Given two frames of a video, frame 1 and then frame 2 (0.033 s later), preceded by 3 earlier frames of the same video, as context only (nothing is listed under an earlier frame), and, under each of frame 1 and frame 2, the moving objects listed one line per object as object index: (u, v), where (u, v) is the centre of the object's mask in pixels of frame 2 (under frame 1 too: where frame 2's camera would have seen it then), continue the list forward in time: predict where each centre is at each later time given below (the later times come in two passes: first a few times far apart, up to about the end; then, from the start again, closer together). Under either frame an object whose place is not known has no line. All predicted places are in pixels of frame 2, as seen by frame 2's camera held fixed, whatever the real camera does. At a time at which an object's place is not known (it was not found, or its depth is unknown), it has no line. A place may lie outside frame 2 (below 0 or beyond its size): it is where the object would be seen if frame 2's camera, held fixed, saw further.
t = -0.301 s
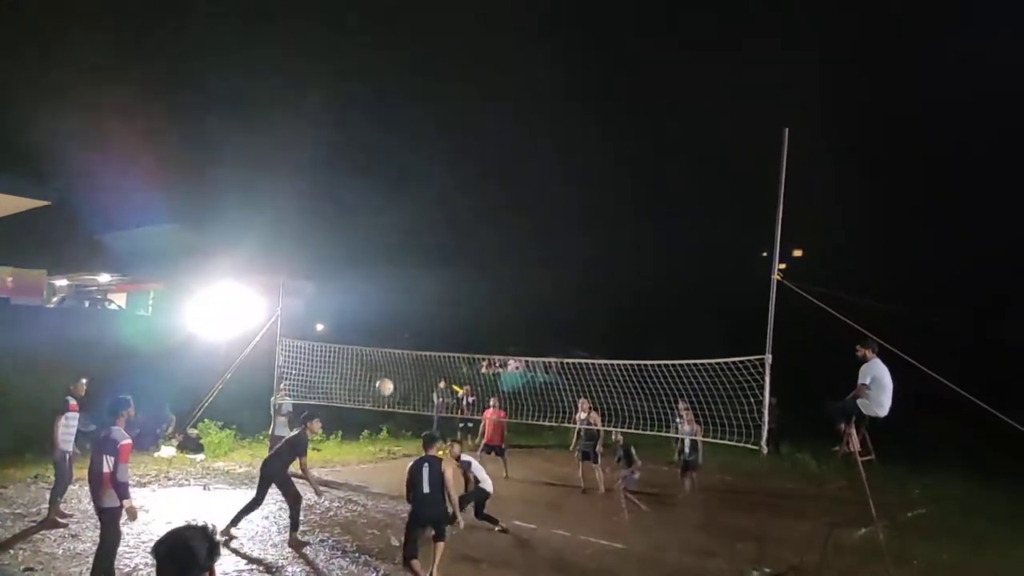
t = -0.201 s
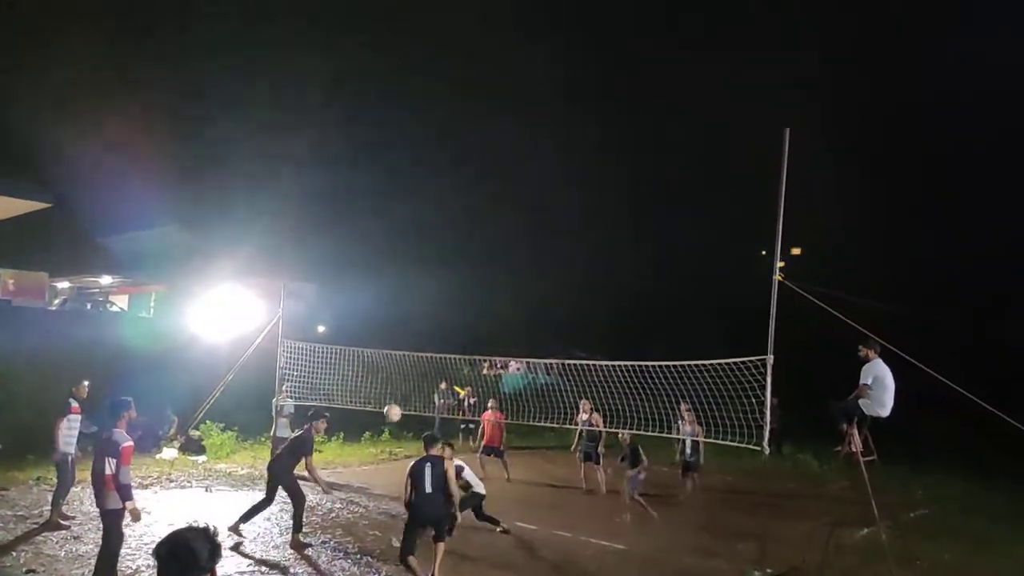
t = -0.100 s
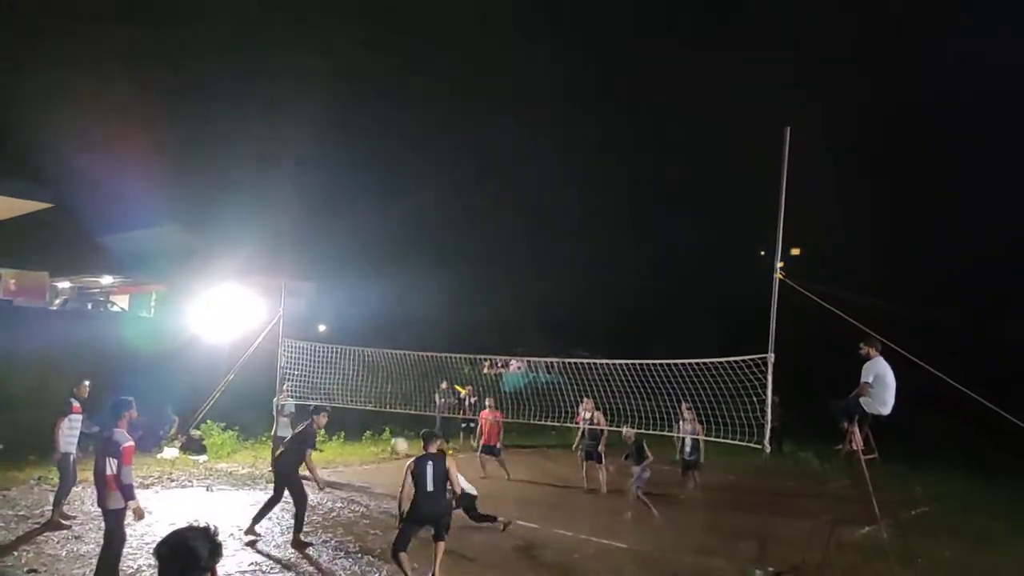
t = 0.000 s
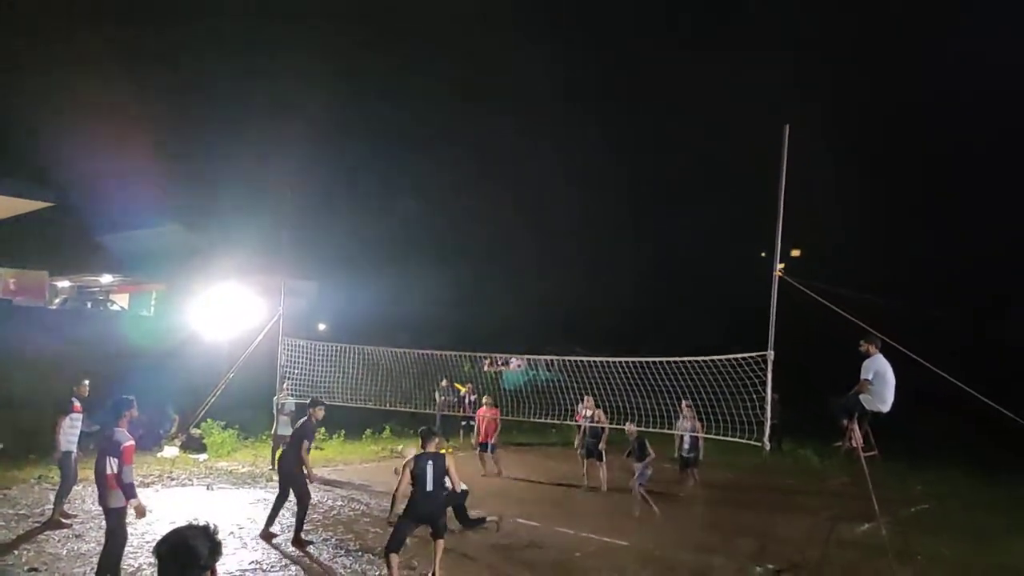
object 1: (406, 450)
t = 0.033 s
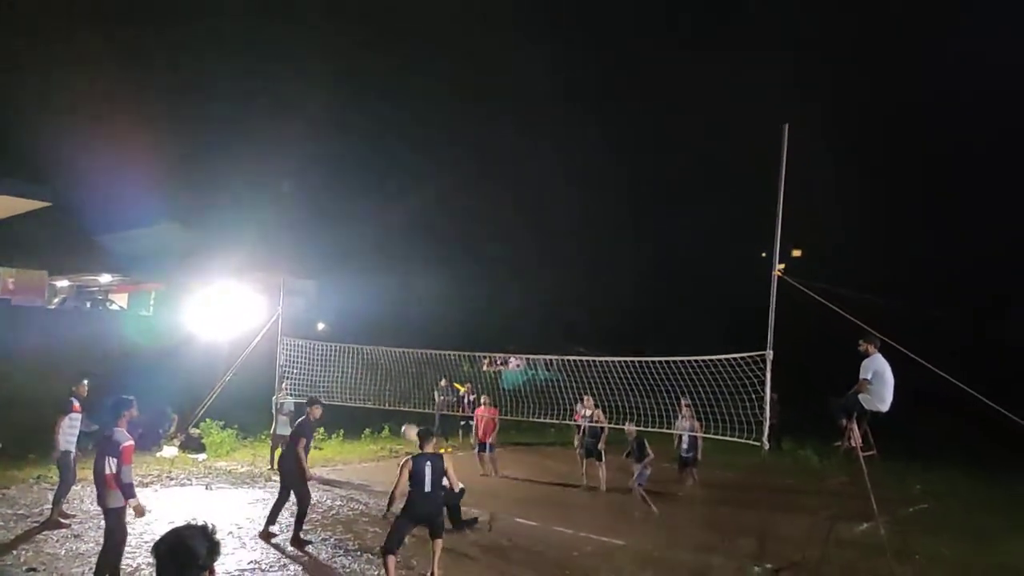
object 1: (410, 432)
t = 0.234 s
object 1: (431, 338)
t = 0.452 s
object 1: (452, 273)
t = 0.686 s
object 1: (474, 246)
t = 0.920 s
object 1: (494, 267)
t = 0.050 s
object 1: (412, 423)
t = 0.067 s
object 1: (413, 414)
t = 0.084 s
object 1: (415, 406)
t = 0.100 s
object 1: (417, 397)
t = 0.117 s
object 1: (419, 389)
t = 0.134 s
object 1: (420, 381)
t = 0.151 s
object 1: (423, 373)
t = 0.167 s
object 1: (424, 366)
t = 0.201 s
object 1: (428, 351)
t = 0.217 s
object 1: (429, 345)
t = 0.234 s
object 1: (431, 338)
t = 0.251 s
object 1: (432, 332)
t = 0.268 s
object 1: (434, 326)
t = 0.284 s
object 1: (435, 320)
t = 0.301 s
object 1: (437, 314)
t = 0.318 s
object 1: (439, 309)
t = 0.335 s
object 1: (440, 304)
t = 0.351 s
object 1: (442, 299)
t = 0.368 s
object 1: (444, 294)
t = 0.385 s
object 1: (445, 289)
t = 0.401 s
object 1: (447, 285)
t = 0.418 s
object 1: (448, 281)
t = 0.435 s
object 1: (450, 277)
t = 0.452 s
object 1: (452, 273)
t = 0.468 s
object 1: (453, 270)
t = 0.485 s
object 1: (455, 267)
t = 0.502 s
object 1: (456, 264)
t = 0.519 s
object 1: (458, 261)
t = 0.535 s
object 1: (459, 258)
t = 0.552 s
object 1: (461, 256)
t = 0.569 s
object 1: (462, 254)
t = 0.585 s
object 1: (464, 252)
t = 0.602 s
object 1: (466, 250)
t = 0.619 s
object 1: (467, 249)
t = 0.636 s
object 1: (469, 248)
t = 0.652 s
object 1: (471, 247)
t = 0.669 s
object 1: (472, 246)
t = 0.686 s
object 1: (474, 246)
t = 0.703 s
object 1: (476, 246)
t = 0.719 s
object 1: (477, 245)
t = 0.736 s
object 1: (478, 246)
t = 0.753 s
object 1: (479, 247)
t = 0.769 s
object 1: (481, 247)
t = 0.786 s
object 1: (483, 249)
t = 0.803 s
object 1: (484, 250)
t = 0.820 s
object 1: (485, 252)
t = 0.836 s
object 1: (487, 254)
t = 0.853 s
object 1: (489, 256)
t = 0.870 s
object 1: (490, 258)
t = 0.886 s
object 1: (492, 261)
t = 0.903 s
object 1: (493, 264)
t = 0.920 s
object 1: (494, 267)
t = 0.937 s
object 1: (495, 270)
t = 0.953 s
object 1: (497, 274)
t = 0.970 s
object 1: (499, 278)
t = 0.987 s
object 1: (500, 282)
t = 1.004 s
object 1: (502, 287)
